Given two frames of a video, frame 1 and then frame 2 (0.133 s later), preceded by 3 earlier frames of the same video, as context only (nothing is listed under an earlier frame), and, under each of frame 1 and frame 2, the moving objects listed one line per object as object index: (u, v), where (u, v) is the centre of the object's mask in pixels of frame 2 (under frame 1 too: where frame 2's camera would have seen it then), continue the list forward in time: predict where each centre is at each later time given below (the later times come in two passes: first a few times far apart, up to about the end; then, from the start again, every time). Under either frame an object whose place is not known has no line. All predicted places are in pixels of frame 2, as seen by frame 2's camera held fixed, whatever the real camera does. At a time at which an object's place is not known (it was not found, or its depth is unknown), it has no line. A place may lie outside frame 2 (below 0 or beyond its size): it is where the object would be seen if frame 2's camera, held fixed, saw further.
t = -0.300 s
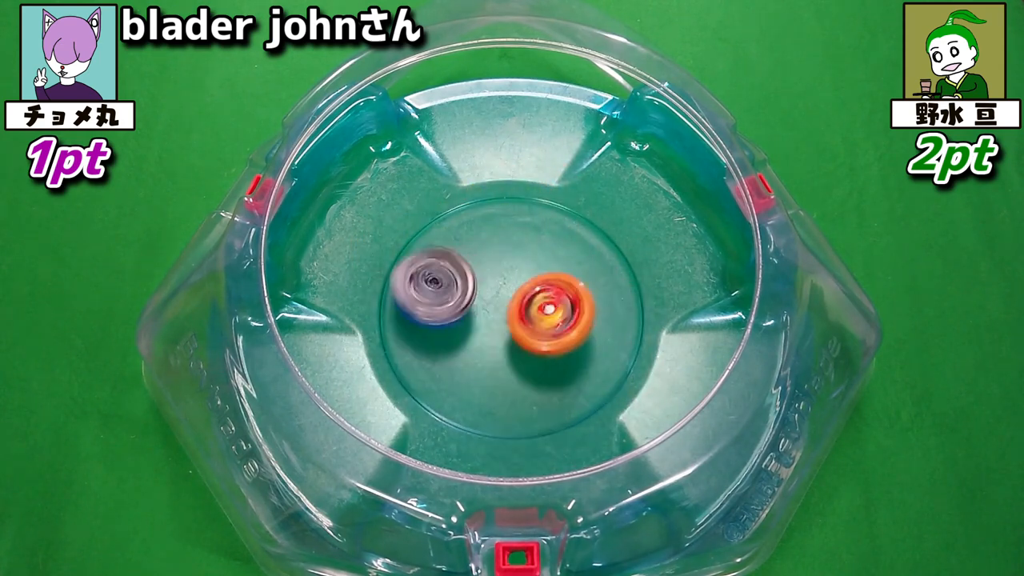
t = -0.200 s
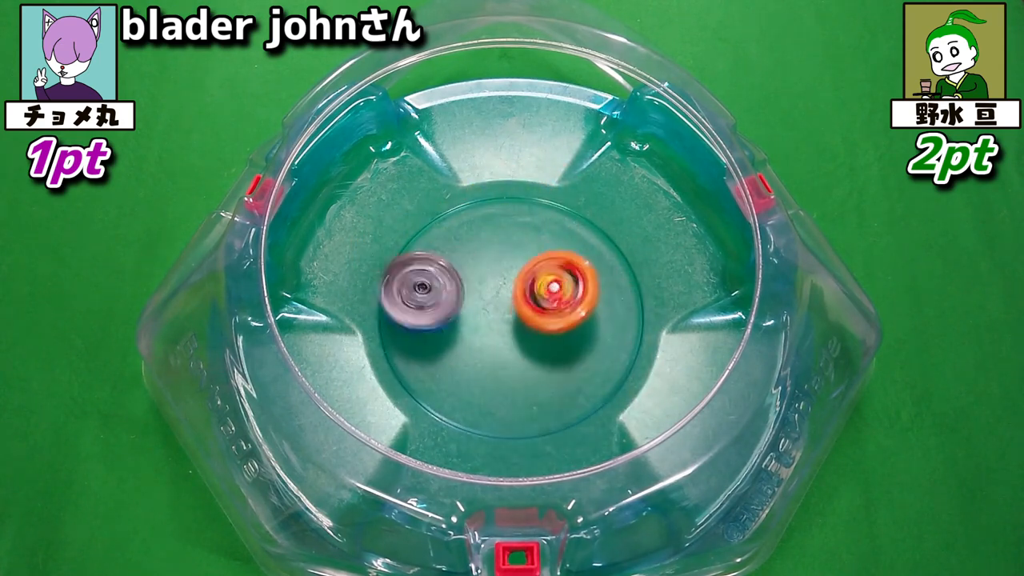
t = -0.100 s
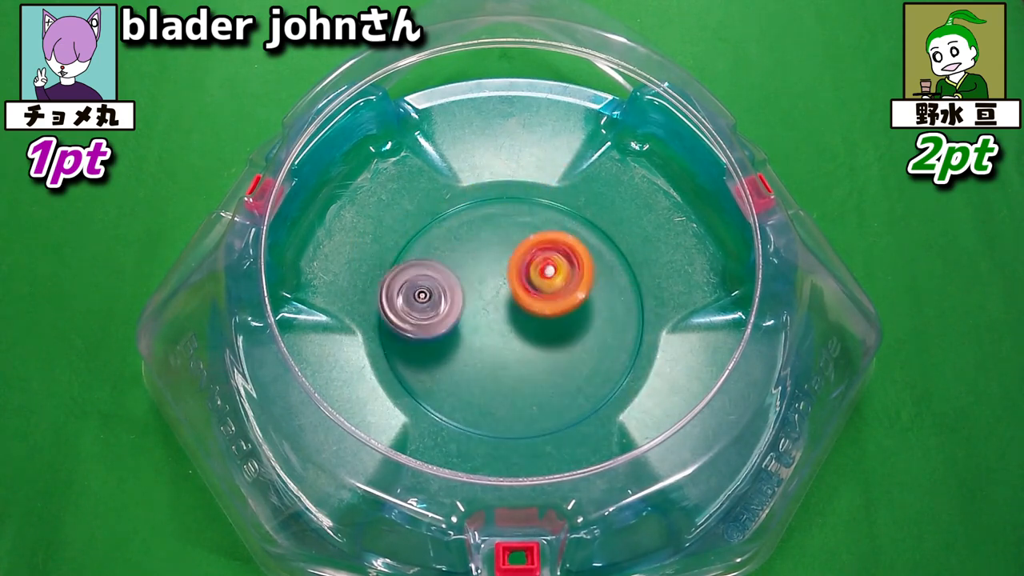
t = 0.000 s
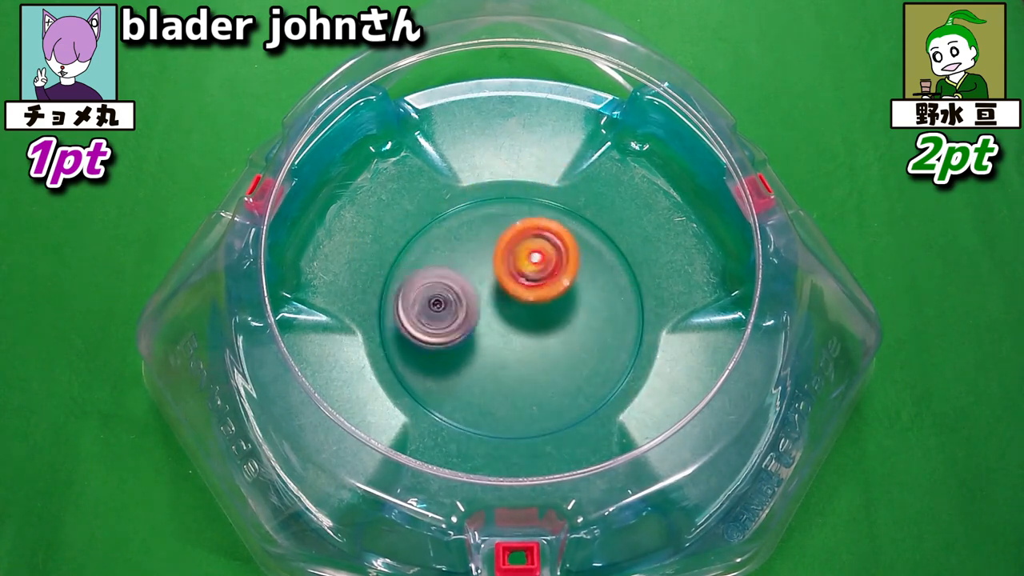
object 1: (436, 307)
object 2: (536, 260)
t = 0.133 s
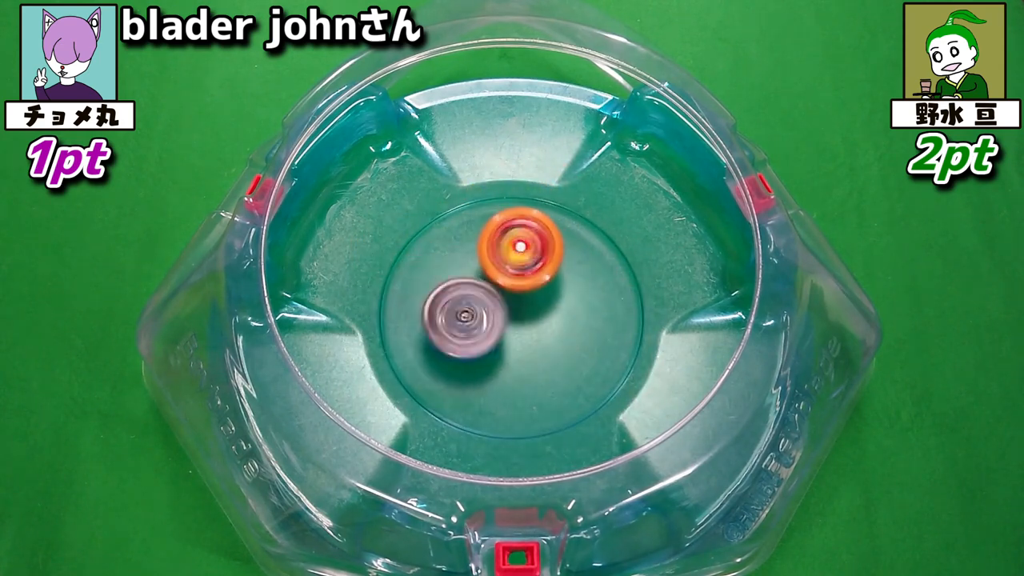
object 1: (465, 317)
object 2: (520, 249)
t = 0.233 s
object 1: (485, 335)
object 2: (517, 241)
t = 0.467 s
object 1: (534, 371)
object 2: (509, 260)
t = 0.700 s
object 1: (576, 373)
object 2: (490, 274)
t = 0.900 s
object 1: (603, 363)
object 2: (463, 235)
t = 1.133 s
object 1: (561, 312)
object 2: (479, 270)
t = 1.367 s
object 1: (610, 332)
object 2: (406, 250)
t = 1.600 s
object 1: (576, 321)
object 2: (481, 325)
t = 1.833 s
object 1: (568, 284)
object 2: (493, 334)
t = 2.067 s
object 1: (540, 255)
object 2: (453, 303)
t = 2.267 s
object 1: (520, 245)
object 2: (442, 307)
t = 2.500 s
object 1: (516, 252)
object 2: (486, 329)
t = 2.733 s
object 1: (513, 264)
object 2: (548, 339)
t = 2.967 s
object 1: (484, 266)
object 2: (564, 314)
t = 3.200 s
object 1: (455, 258)
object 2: (562, 314)
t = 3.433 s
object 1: (456, 262)
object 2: (558, 317)
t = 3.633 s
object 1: (449, 270)
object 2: (566, 335)
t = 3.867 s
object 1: (473, 296)
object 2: (544, 343)
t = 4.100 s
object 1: (485, 308)
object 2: (587, 367)
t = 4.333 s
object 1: (486, 301)
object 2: (593, 318)
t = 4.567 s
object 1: (476, 275)
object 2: (580, 304)
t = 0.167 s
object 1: (474, 322)
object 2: (519, 248)
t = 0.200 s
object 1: (481, 323)
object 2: (516, 246)
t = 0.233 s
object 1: (485, 335)
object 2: (517, 241)
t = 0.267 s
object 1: (491, 343)
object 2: (515, 238)
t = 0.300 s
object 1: (497, 350)
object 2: (515, 238)
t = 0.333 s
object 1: (505, 356)
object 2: (513, 239)
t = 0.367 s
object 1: (511, 361)
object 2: (513, 243)
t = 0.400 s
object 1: (521, 367)
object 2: (511, 247)
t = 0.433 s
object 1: (528, 368)
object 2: (511, 253)
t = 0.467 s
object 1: (534, 371)
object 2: (509, 260)
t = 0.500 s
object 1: (542, 369)
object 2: (510, 267)
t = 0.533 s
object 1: (544, 369)
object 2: (508, 275)
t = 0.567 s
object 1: (551, 367)
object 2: (509, 283)
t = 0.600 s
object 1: (553, 363)
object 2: (509, 288)
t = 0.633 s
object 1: (557, 362)
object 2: (510, 291)
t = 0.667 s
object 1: (563, 364)
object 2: (503, 286)
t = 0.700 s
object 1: (576, 373)
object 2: (490, 274)
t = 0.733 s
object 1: (584, 372)
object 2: (480, 263)
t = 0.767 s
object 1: (592, 374)
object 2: (474, 258)
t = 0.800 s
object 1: (597, 370)
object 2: (472, 248)
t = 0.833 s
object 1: (599, 370)
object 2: (468, 244)
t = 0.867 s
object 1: (604, 365)
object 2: (467, 239)
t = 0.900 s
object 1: (603, 363)
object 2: (463, 235)
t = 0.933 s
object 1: (604, 356)
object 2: (463, 236)
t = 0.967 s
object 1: (600, 352)
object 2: (461, 237)
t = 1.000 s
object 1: (598, 345)
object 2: (463, 242)
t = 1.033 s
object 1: (588, 337)
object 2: (465, 246)
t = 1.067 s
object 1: (582, 329)
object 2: (470, 255)
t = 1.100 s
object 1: (570, 319)
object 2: (474, 260)
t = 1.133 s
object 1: (561, 312)
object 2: (479, 270)
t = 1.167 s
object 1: (569, 317)
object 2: (464, 263)
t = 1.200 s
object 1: (587, 325)
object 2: (446, 258)
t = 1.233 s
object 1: (593, 329)
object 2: (431, 249)
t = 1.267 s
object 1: (603, 331)
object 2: (420, 249)
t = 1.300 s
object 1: (606, 333)
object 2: (410, 243)
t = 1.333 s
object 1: (609, 330)
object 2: (405, 248)
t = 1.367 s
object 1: (610, 332)
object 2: (406, 250)
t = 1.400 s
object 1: (608, 329)
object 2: (409, 260)
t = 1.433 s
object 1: (609, 331)
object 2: (419, 267)
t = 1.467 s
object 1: (603, 329)
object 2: (427, 276)
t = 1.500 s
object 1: (602, 327)
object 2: (438, 289)
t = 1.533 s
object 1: (594, 326)
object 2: (449, 301)
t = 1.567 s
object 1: (586, 321)
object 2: (464, 314)
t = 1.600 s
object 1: (576, 321)
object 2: (481, 325)
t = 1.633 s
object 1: (576, 316)
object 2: (484, 332)
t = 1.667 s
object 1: (578, 311)
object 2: (486, 338)
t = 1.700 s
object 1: (578, 302)
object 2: (488, 341)
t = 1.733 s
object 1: (580, 297)
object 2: (489, 341)
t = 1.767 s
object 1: (576, 294)
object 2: (491, 341)
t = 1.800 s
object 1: (573, 286)
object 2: (493, 337)
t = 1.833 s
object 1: (568, 284)
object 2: (493, 334)
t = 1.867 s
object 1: (562, 277)
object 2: (493, 328)
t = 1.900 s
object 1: (561, 275)
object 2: (492, 320)
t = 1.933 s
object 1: (556, 270)
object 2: (485, 317)
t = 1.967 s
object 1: (553, 263)
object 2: (478, 311)
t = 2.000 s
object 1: (548, 261)
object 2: (466, 307)
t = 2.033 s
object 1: (543, 255)
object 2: (459, 306)
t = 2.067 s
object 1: (540, 255)
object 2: (453, 303)
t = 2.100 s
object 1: (533, 253)
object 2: (448, 302)
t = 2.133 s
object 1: (531, 250)
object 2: (447, 303)
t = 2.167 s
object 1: (525, 252)
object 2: (449, 302)
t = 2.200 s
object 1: (519, 250)
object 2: (451, 301)
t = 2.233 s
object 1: (517, 252)
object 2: (452, 299)
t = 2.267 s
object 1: (520, 245)
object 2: (442, 307)
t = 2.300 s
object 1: (526, 242)
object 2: (438, 312)
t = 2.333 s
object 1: (523, 243)
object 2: (440, 318)
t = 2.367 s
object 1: (519, 242)
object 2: (445, 322)
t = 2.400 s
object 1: (520, 243)
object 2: (455, 326)
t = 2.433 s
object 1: (517, 246)
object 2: (465, 328)
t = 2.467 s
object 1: (516, 247)
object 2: (474, 330)
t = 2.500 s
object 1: (516, 252)
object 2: (486, 329)
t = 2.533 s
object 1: (515, 251)
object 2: (496, 333)
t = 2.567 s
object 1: (519, 249)
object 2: (504, 341)
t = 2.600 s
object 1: (519, 253)
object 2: (516, 345)
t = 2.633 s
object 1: (515, 254)
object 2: (524, 346)
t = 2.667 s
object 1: (517, 256)
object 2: (530, 348)
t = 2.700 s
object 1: (516, 260)
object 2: (541, 346)
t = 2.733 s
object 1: (513, 264)
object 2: (548, 339)
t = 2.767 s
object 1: (515, 266)
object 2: (550, 338)
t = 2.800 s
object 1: (511, 264)
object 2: (558, 338)
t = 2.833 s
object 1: (504, 264)
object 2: (567, 328)
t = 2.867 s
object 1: (501, 267)
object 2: (564, 323)
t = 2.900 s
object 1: (495, 270)
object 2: (564, 321)
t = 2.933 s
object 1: (491, 270)
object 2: (563, 313)
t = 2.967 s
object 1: (484, 266)
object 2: (564, 314)
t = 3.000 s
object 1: (475, 263)
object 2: (568, 318)
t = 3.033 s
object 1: (467, 259)
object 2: (574, 318)
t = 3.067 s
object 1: (464, 257)
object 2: (572, 316)
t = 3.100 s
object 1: (461, 258)
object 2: (569, 319)
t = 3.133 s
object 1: (458, 258)
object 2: (572, 316)
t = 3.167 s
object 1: (458, 258)
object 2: (565, 311)
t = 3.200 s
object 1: (455, 258)
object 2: (562, 314)
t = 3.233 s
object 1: (452, 256)
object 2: (563, 309)
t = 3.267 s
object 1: (455, 255)
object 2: (553, 307)
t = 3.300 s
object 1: (458, 259)
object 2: (554, 310)
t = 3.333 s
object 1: (459, 263)
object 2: (552, 304)
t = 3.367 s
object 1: (462, 263)
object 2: (542, 302)
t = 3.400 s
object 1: (463, 266)
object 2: (543, 309)
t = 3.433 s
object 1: (456, 262)
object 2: (558, 317)
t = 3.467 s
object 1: (454, 261)
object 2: (570, 320)
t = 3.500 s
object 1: (453, 263)
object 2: (575, 323)
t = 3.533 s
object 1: (449, 265)
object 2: (575, 326)
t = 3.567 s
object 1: (446, 266)
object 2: (574, 328)
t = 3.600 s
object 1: (448, 266)
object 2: (571, 331)
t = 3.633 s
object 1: (449, 270)
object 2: (566, 335)
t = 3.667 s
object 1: (451, 275)
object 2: (559, 338)
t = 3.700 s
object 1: (453, 276)
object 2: (555, 338)
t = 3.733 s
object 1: (458, 281)
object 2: (550, 337)
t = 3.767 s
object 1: (464, 287)
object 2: (544, 335)
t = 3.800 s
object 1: (466, 290)
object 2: (539, 335)
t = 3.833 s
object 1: (469, 292)
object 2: (540, 338)
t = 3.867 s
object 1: (473, 296)
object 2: (544, 343)
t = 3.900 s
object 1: (476, 301)
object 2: (547, 347)
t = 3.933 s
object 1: (479, 303)
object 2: (552, 353)
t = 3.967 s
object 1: (480, 305)
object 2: (560, 365)
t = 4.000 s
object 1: (480, 306)
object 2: (570, 372)
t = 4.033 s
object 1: (479, 308)
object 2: (577, 374)
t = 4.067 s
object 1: (481, 306)
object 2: (583, 373)
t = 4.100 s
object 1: (485, 308)
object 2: (587, 367)
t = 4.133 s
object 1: (488, 310)
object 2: (590, 360)
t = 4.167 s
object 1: (488, 311)
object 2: (590, 351)
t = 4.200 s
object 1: (491, 311)
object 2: (590, 342)
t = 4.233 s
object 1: (495, 312)
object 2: (586, 332)
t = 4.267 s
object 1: (496, 312)
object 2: (586, 326)
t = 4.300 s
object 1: (487, 308)
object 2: (594, 322)
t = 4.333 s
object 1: (486, 301)
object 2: (593, 318)
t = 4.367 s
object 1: (487, 298)
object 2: (587, 316)
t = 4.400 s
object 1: (485, 295)
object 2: (581, 318)
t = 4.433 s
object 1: (487, 294)
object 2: (581, 319)
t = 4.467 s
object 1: (485, 290)
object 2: (580, 314)
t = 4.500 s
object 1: (488, 286)
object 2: (572, 308)
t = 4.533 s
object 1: (481, 280)
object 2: (574, 305)
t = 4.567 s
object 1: (476, 275)
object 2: (580, 304)
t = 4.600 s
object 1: (475, 267)
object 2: (583, 303)
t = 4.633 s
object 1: (477, 264)
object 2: (584, 304)
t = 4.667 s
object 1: (482, 262)
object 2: (585, 307)
